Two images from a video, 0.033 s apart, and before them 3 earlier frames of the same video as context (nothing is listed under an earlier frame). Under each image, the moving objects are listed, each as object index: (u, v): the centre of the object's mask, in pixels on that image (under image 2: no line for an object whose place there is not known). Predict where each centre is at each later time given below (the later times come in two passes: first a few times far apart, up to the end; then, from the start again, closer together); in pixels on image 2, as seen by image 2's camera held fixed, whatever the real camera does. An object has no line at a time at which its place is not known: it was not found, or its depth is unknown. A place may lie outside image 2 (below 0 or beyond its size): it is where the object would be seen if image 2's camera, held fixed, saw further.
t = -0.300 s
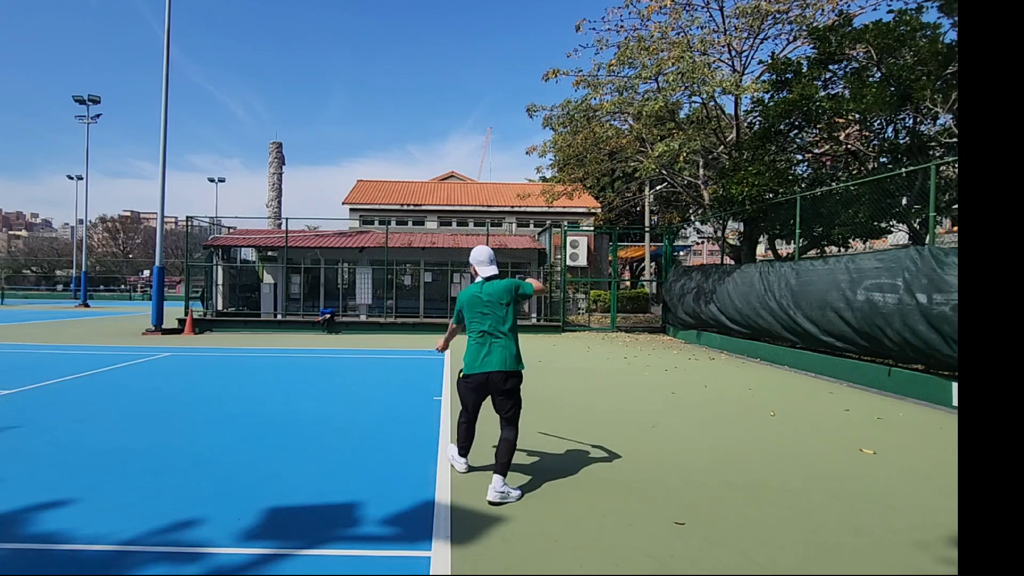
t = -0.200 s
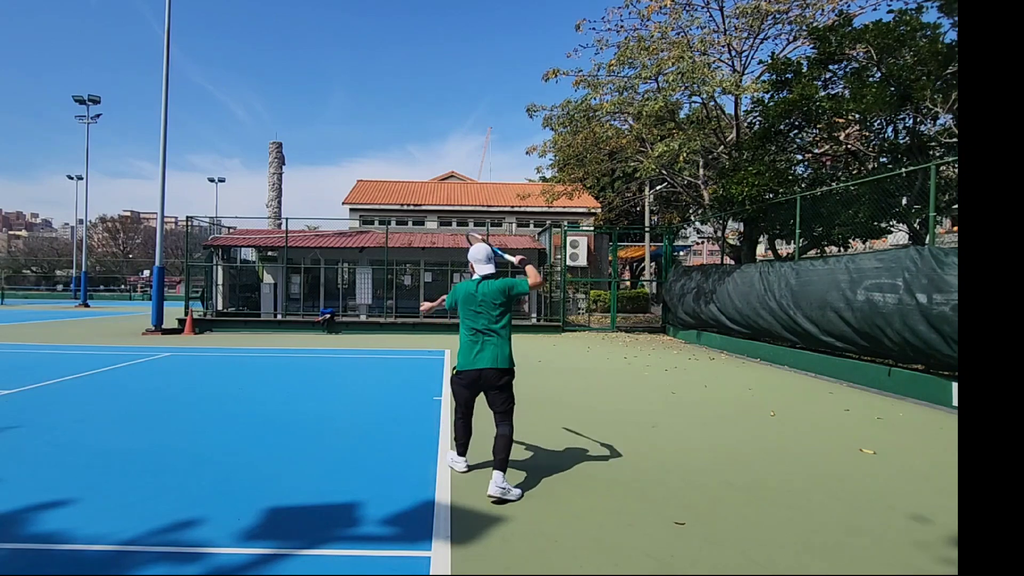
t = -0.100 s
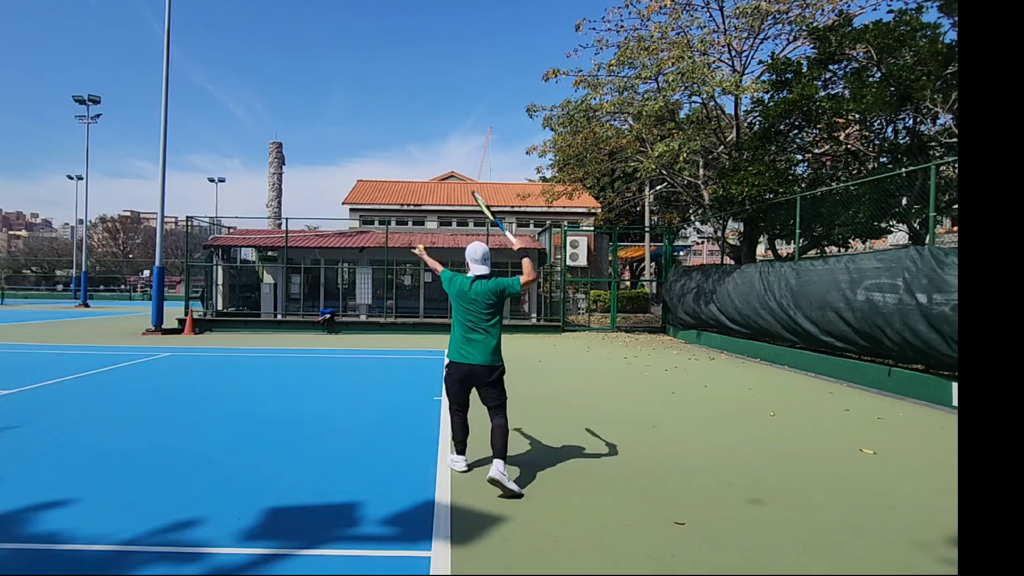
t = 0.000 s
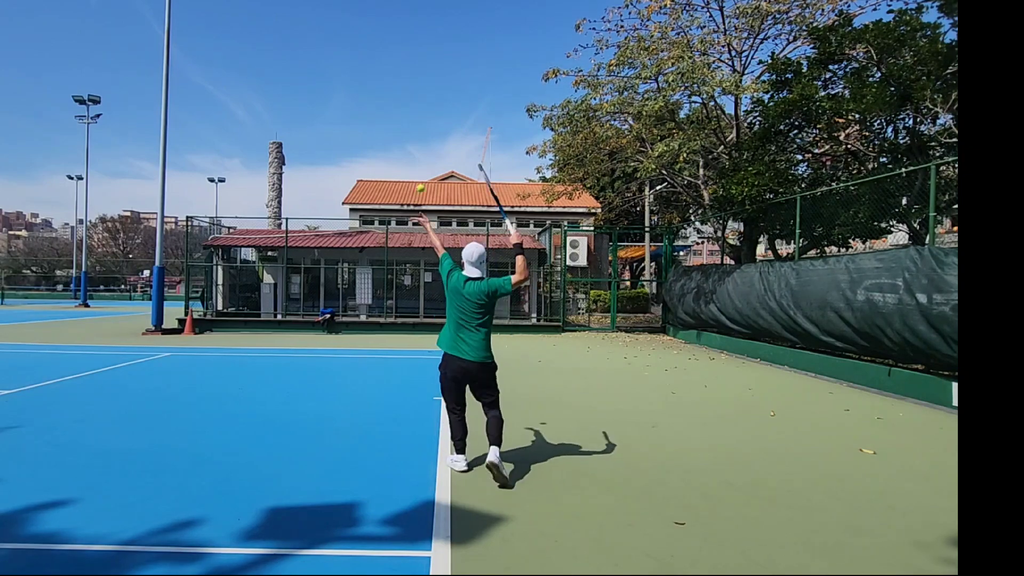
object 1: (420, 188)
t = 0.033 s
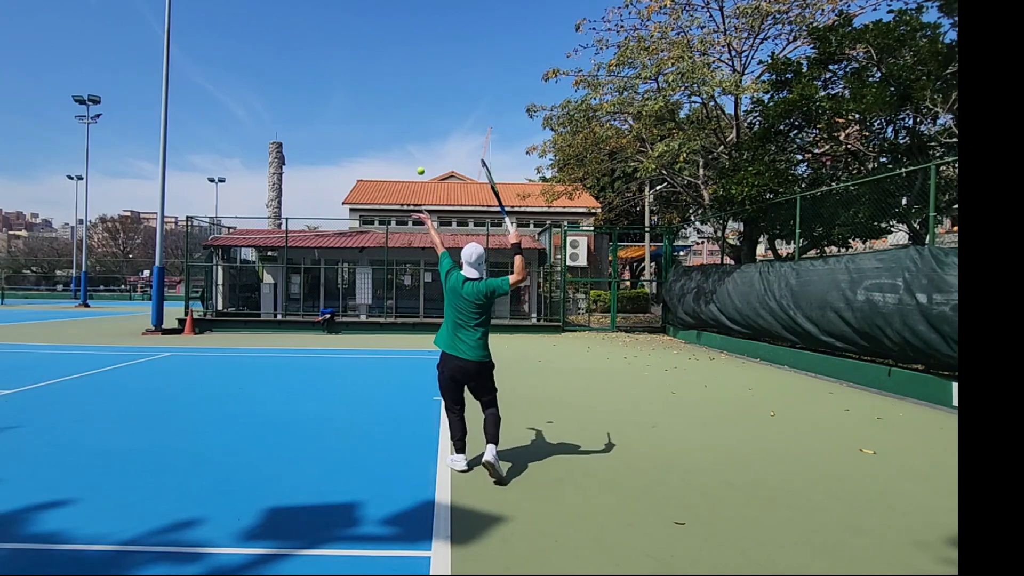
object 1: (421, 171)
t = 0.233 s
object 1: (420, 92)
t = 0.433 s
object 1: (420, 60)
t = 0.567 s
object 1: (419, 64)
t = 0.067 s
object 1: (420, 155)
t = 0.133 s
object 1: (421, 126)
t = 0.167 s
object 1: (421, 114)
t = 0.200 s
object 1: (420, 102)
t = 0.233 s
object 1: (420, 92)
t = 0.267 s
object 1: (420, 84)
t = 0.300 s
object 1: (420, 76)
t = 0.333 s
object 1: (420, 70)
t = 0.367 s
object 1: (420, 65)
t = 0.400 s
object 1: (420, 62)
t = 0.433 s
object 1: (420, 60)
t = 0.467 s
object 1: (420, 59)
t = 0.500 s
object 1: (419, 59)
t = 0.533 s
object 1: (419, 61)
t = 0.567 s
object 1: (419, 64)
